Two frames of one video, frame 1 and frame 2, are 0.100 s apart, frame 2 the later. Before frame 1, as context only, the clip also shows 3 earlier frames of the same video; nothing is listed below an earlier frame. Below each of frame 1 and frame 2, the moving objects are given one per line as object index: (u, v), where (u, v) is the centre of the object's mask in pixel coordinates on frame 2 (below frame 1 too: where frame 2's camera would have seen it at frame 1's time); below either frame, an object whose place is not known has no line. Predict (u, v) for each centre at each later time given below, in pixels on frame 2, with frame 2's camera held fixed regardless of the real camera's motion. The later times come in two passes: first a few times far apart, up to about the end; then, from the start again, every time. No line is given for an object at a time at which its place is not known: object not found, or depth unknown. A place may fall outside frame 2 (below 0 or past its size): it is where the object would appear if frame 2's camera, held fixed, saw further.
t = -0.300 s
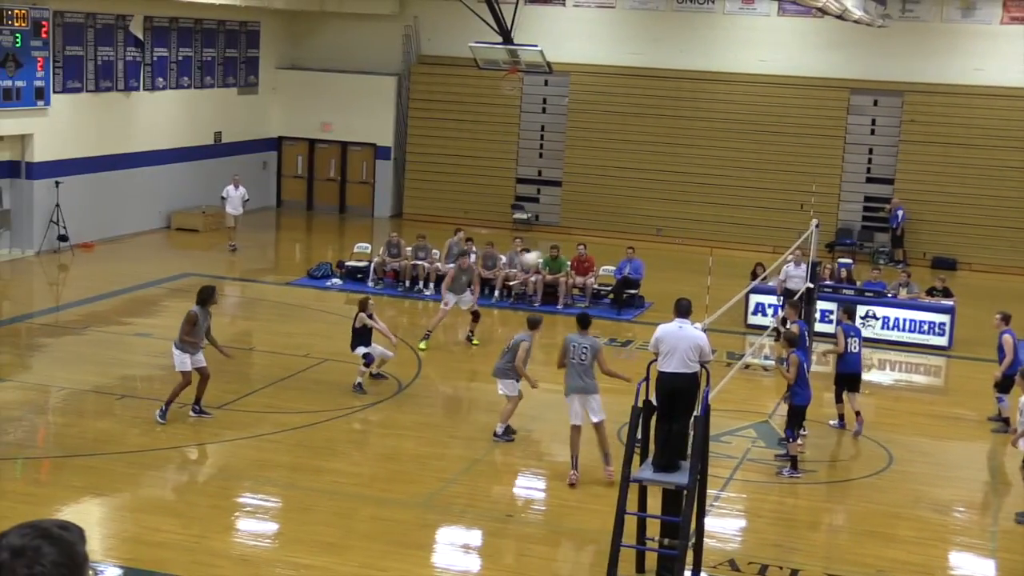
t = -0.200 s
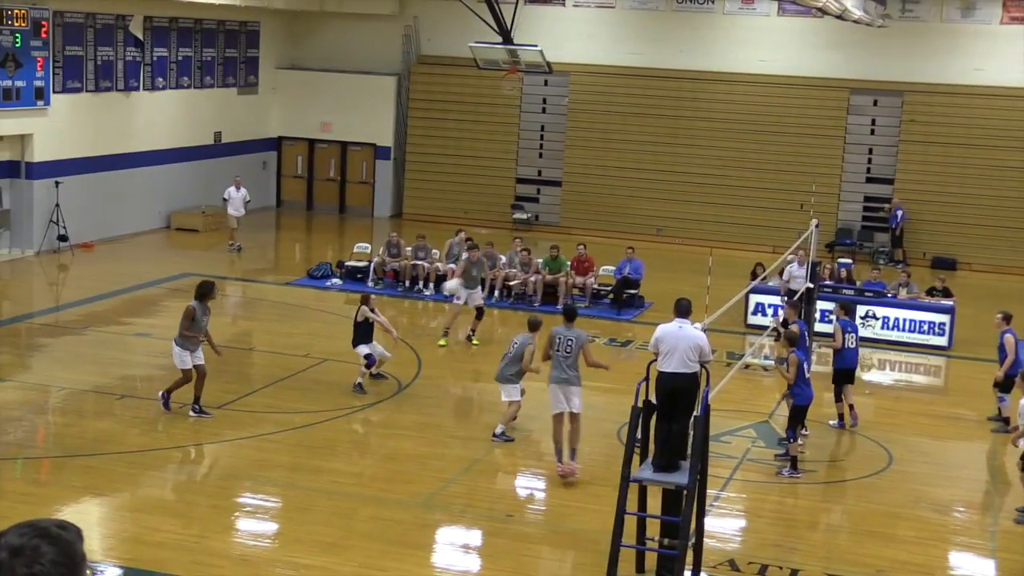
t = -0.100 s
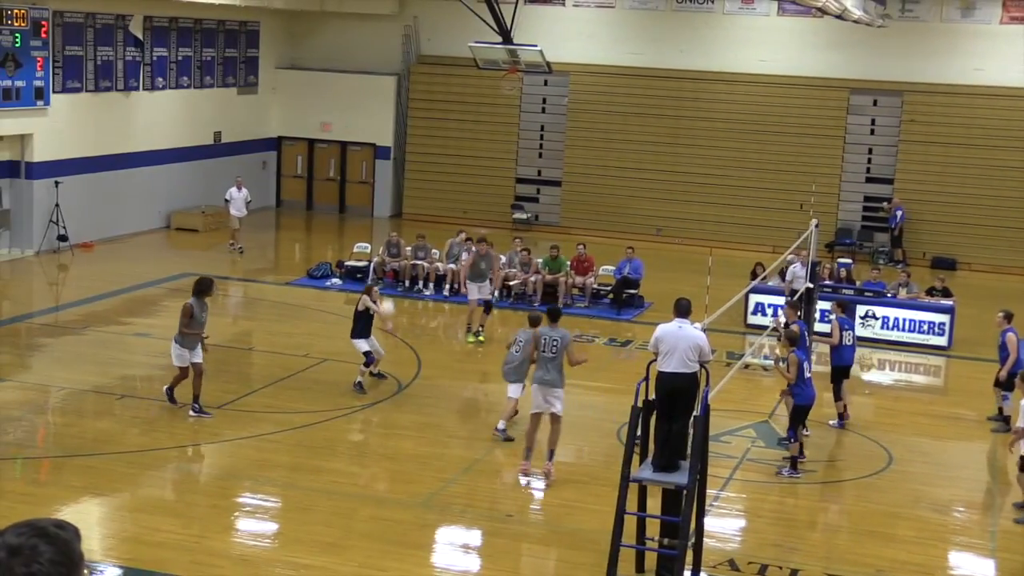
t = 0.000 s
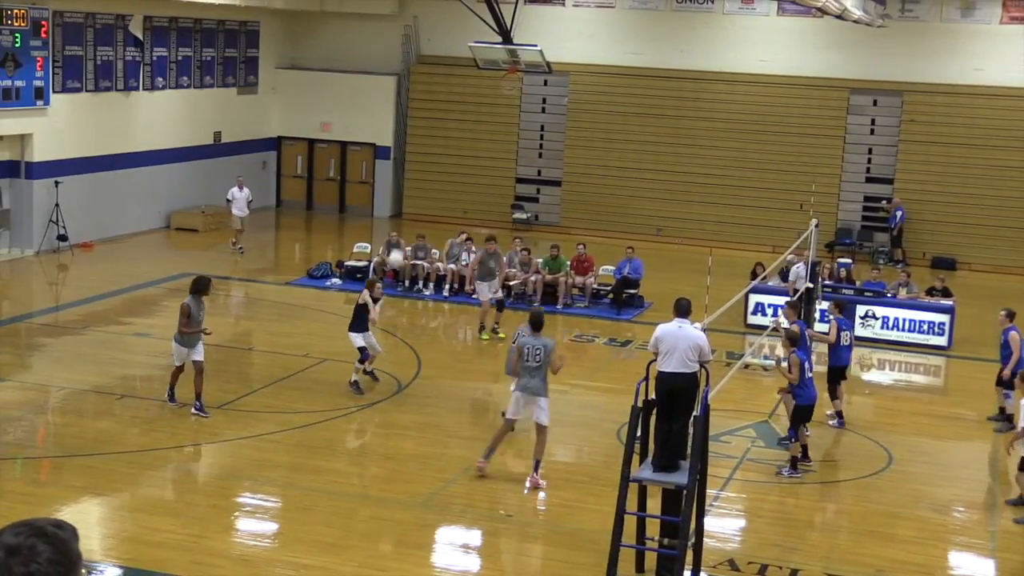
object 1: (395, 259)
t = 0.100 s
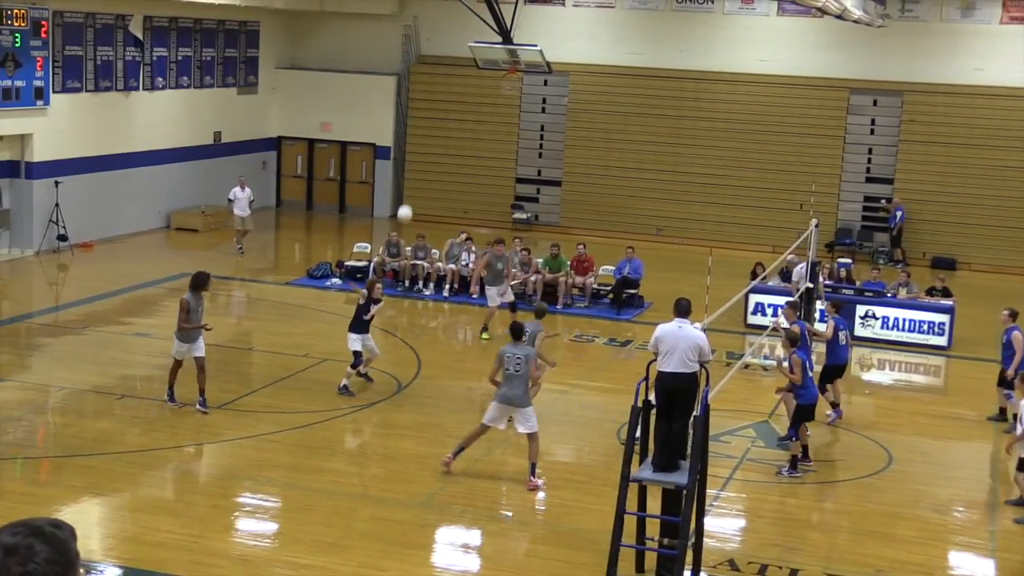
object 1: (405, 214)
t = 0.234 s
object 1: (416, 162)
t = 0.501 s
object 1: (435, 95)
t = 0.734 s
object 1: (450, 76)
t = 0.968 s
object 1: (464, 96)
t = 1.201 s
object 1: (477, 159)
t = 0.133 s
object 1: (407, 200)
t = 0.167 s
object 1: (410, 187)
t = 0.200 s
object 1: (413, 174)
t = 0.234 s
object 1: (416, 162)
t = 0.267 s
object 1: (418, 152)
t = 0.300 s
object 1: (421, 142)
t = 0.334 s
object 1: (423, 132)
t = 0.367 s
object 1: (426, 123)
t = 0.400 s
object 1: (428, 115)
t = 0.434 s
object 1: (431, 108)
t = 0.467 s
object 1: (433, 101)
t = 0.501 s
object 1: (435, 95)
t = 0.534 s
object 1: (438, 90)
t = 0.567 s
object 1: (440, 86)
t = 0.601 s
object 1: (442, 82)
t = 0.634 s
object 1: (444, 80)
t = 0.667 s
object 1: (446, 78)
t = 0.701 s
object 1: (448, 76)
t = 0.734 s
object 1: (450, 76)
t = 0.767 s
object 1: (452, 76)
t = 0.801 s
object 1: (454, 77)
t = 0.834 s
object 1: (456, 80)
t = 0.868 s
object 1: (458, 82)
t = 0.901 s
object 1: (460, 86)
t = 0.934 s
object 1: (462, 91)
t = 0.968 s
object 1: (464, 96)
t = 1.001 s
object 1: (466, 103)
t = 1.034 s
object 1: (468, 110)
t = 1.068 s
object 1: (470, 118)
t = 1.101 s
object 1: (471, 127)
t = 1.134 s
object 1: (473, 137)
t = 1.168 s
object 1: (475, 148)
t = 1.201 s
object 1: (477, 159)
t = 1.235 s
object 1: (479, 173)
